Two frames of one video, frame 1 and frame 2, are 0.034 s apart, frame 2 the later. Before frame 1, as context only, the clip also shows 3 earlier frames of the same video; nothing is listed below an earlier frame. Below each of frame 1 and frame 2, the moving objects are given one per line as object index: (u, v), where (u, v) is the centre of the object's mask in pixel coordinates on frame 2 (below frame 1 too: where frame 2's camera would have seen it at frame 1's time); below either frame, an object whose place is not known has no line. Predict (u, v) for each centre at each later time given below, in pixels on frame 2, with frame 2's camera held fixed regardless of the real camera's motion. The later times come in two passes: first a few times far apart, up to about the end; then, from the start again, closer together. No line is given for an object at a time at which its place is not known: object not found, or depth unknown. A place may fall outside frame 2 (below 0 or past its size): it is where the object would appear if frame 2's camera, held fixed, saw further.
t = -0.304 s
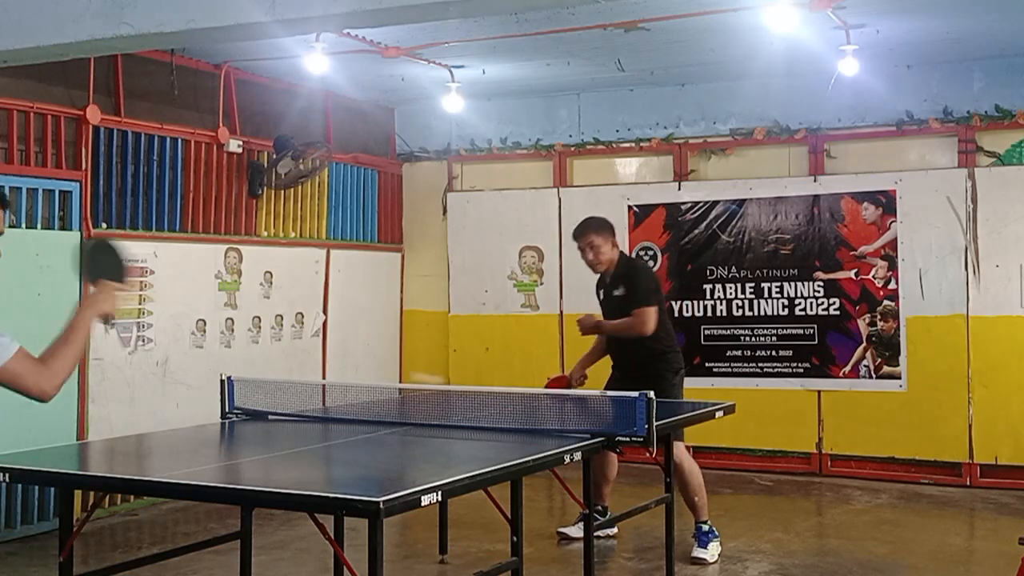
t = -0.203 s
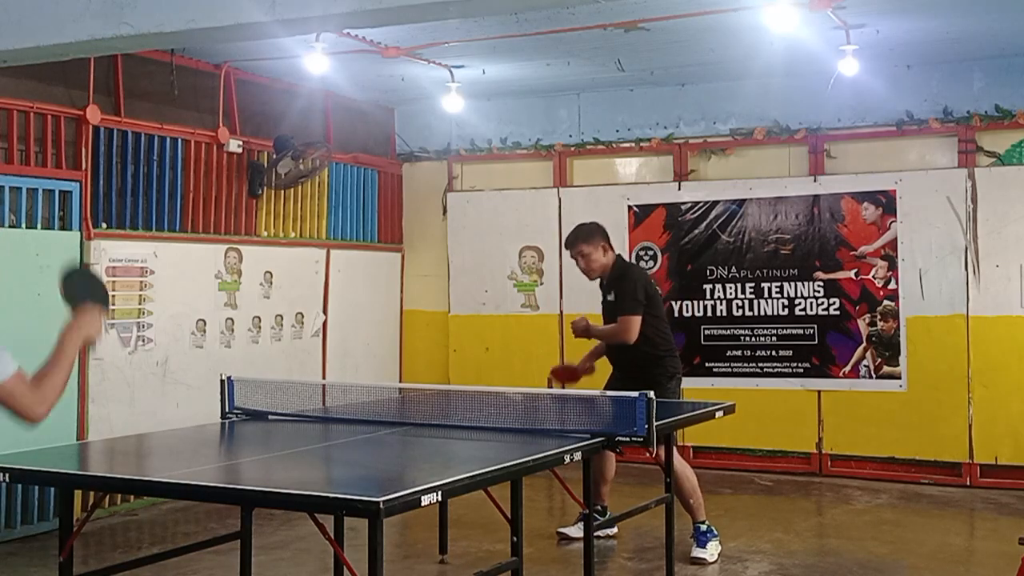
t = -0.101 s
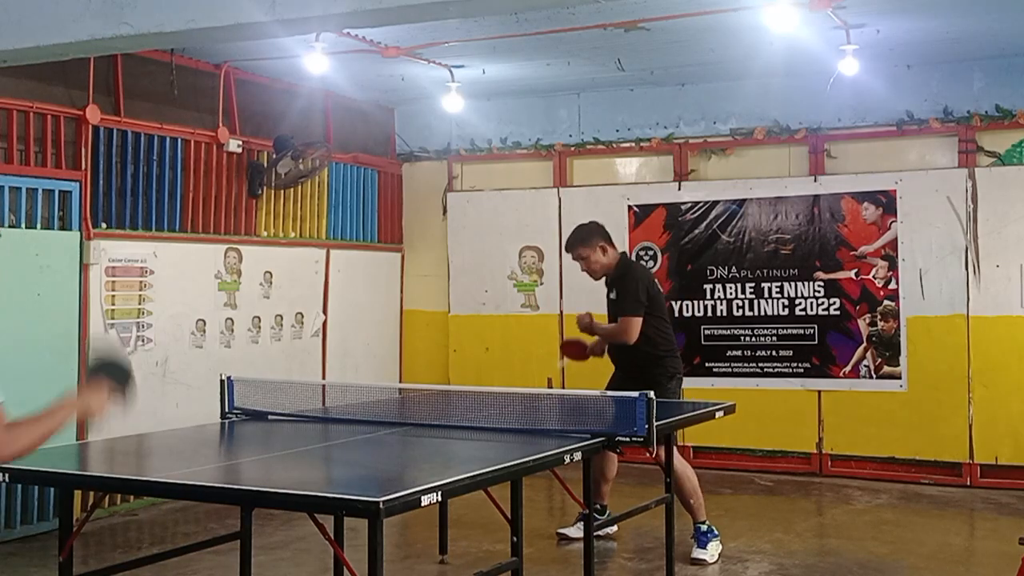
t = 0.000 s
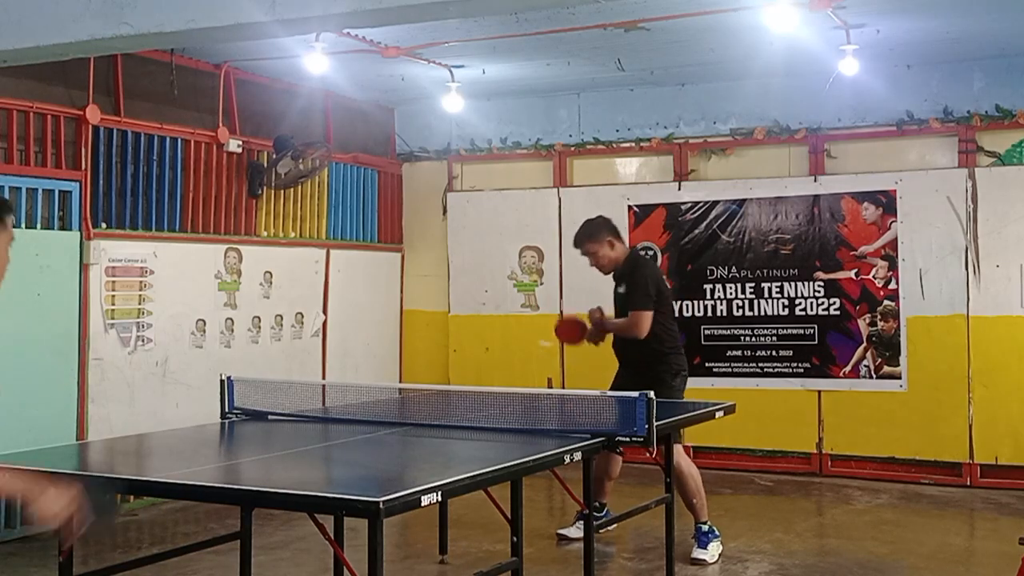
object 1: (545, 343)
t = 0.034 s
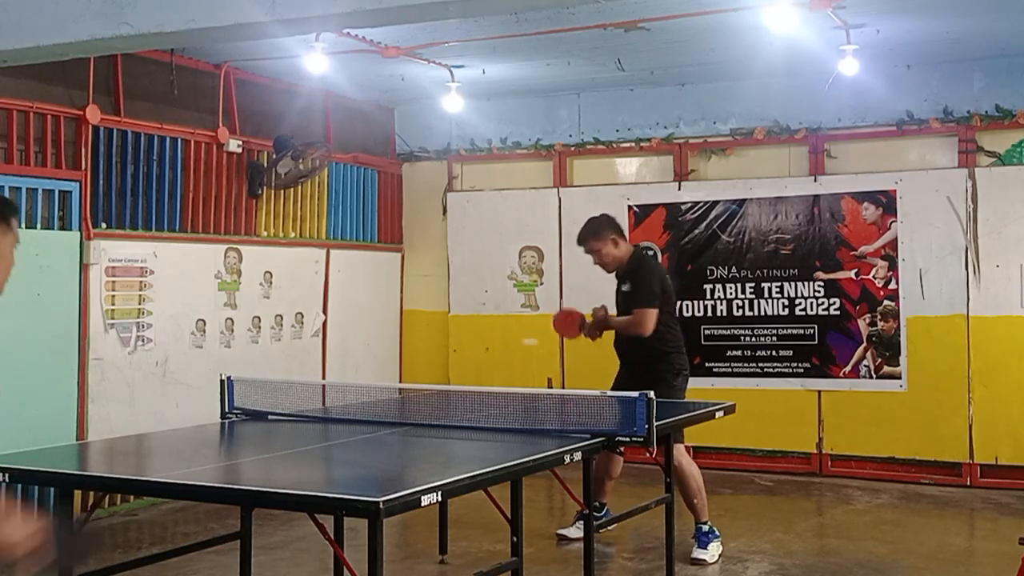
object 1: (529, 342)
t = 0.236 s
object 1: (431, 381)
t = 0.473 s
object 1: (467, 420)
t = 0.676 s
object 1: (479, 393)
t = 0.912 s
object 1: (493, 406)
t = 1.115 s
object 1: (506, 441)
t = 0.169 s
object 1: (448, 370)
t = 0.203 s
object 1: (429, 383)
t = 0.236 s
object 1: (431, 381)
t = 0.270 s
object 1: (436, 378)
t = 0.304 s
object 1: (441, 378)
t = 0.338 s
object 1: (446, 380)
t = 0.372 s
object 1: (452, 386)
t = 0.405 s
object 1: (457, 396)
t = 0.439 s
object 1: (462, 407)
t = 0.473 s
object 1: (467, 420)
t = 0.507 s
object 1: (470, 412)
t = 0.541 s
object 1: (472, 402)
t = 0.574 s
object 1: (473, 395)
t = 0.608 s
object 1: (475, 391)
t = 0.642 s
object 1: (478, 391)
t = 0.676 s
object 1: (479, 393)
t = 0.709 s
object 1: (481, 399)
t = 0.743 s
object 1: (484, 407)
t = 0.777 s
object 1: (486, 420)
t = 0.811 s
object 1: (488, 430)
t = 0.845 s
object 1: (490, 419)
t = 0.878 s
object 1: (492, 411)
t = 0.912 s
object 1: (493, 406)
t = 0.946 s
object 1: (495, 404)
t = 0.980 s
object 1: (498, 405)
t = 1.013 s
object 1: (499, 408)
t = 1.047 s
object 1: (502, 417)
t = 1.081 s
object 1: (504, 429)
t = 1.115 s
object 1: (506, 441)
